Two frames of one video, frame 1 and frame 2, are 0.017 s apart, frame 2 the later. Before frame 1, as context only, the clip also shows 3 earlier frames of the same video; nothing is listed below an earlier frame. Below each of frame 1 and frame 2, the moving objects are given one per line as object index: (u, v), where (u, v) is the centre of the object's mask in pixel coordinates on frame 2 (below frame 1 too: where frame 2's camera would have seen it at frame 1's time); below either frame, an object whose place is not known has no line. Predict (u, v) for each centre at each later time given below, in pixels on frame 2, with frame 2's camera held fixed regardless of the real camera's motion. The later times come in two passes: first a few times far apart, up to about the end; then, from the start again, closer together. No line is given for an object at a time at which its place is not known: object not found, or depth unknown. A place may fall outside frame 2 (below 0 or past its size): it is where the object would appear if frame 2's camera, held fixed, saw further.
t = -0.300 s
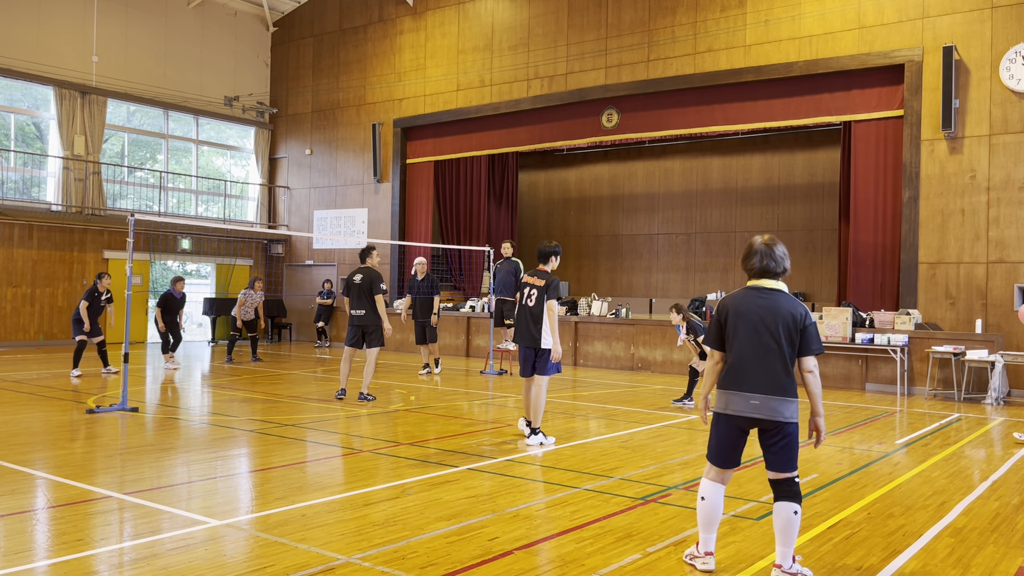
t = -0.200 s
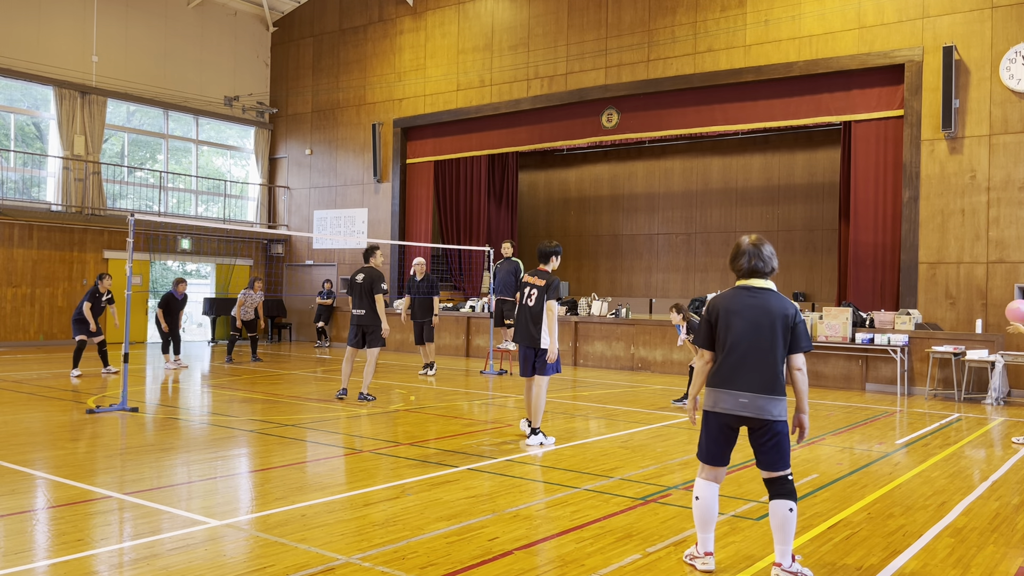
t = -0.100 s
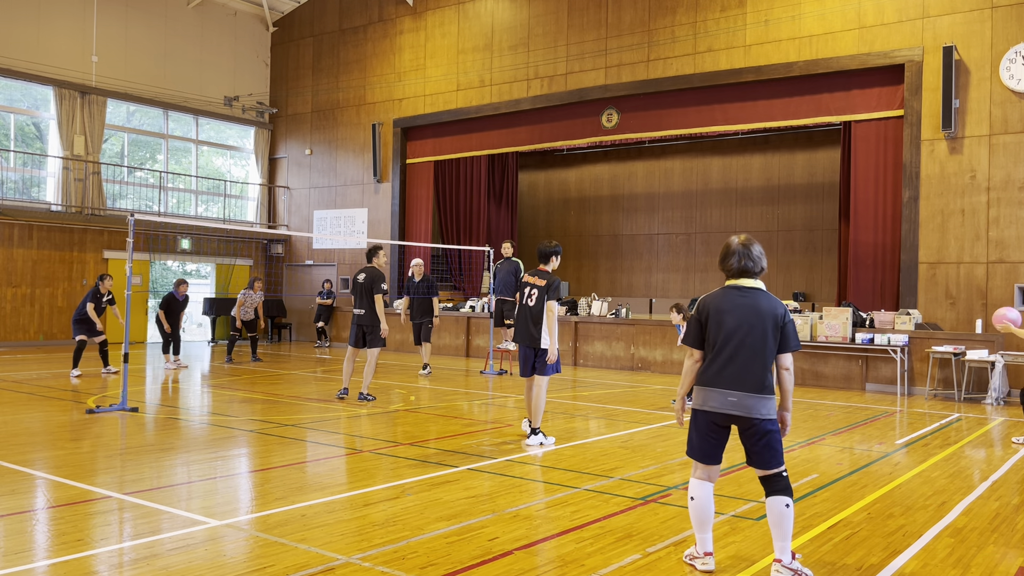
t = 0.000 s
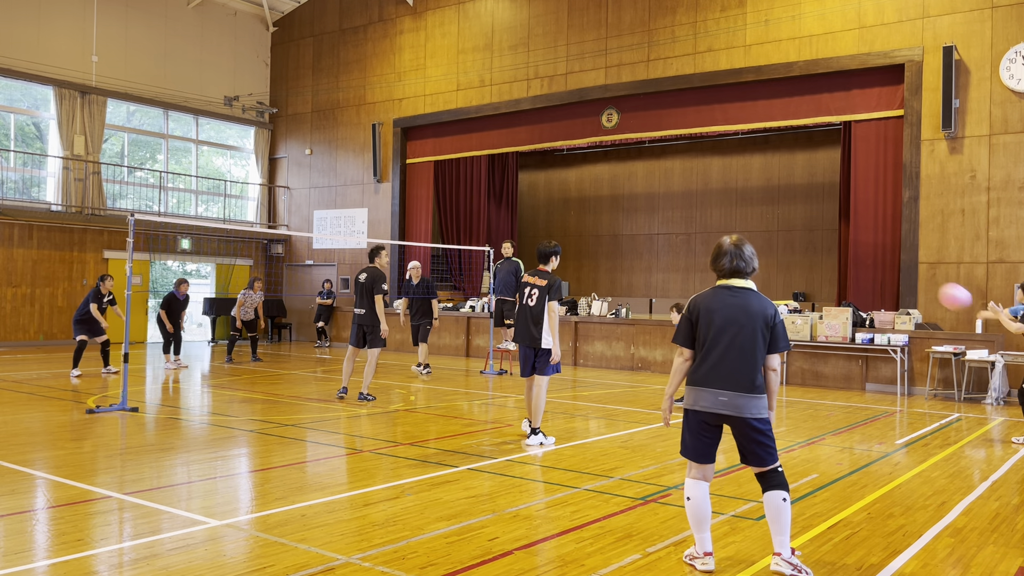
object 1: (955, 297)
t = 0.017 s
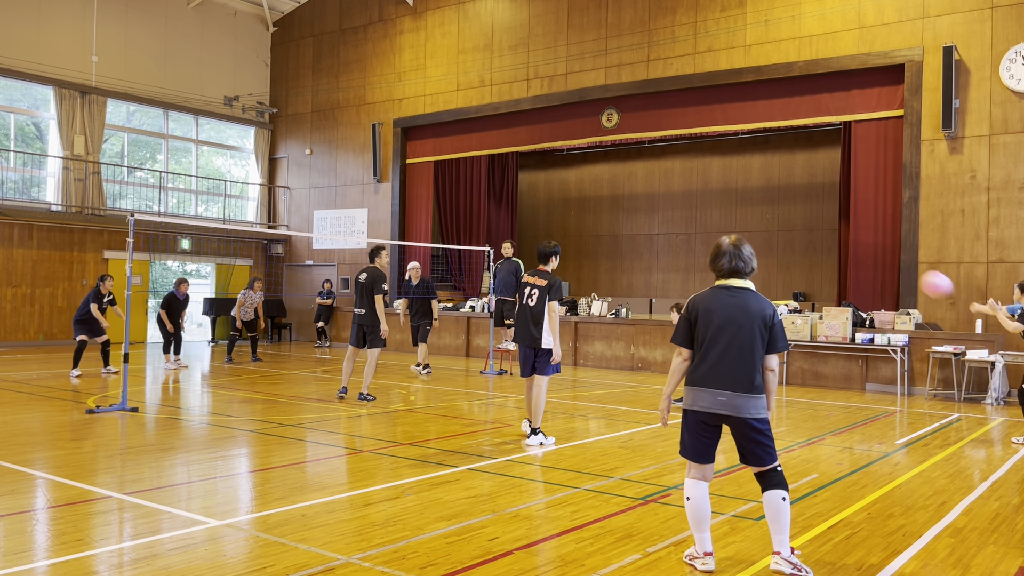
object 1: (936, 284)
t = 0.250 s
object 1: (705, 157)
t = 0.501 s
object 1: (505, 103)
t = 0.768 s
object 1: (329, 103)
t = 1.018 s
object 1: (192, 140)
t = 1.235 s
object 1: (85, 195)
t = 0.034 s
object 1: (917, 272)
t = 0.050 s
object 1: (899, 261)
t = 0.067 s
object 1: (882, 250)
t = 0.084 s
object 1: (865, 240)
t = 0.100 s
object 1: (848, 229)
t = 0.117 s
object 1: (831, 219)
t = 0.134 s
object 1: (815, 210)
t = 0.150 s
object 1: (799, 201)
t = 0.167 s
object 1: (783, 192)
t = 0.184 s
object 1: (767, 184)
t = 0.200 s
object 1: (751, 177)
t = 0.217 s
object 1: (735, 170)
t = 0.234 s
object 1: (720, 163)
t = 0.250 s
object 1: (705, 157)
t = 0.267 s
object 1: (691, 151)
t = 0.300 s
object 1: (662, 141)
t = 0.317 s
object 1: (647, 135)
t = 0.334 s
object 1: (633, 131)
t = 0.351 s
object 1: (619, 126)
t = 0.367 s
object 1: (606, 123)
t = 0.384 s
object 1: (592, 120)
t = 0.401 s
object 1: (579, 117)
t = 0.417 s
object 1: (566, 114)
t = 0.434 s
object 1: (553, 111)
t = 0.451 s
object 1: (541, 109)
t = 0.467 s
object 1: (529, 107)
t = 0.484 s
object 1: (516, 105)
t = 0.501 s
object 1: (505, 103)
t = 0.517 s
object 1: (492, 102)
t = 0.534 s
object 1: (481, 101)
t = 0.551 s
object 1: (469, 100)
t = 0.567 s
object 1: (457, 99)
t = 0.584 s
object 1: (446, 98)
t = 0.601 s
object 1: (435, 97)
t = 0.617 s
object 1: (423, 97)
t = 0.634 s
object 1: (412, 97)
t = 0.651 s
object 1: (402, 98)
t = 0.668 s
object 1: (391, 98)
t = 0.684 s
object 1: (380, 98)
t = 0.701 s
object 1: (370, 99)
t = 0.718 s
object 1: (359, 99)
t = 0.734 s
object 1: (349, 100)
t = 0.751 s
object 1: (339, 102)
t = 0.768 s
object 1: (329, 103)
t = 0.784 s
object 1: (320, 104)
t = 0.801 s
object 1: (310, 106)
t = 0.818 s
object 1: (300, 108)
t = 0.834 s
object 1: (291, 109)
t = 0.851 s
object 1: (281, 112)
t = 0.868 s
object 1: (273, 114)
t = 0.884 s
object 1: (263, 116)
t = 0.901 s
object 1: (254, 118)
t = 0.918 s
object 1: (245, 120)
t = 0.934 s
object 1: (237, 123)
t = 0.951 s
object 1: (228, 126)
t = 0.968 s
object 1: (218, 129)
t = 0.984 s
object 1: (210, 133)
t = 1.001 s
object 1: (201, 136)
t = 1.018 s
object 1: (192, 140)
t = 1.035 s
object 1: (184, 143)
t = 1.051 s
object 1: (175, 147)
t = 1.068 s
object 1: (167, 151)
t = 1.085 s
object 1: (159, 155)
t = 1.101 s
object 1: (150, 159)
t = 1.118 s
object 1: (142, 163)
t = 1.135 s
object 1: (134, 167)
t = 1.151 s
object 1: (126, 171)
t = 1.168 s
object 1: (117, 176)
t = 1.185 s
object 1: (109, 181)
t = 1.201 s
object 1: (101, 186)
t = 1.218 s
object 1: (93, 190)
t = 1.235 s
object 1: (85, 195)
